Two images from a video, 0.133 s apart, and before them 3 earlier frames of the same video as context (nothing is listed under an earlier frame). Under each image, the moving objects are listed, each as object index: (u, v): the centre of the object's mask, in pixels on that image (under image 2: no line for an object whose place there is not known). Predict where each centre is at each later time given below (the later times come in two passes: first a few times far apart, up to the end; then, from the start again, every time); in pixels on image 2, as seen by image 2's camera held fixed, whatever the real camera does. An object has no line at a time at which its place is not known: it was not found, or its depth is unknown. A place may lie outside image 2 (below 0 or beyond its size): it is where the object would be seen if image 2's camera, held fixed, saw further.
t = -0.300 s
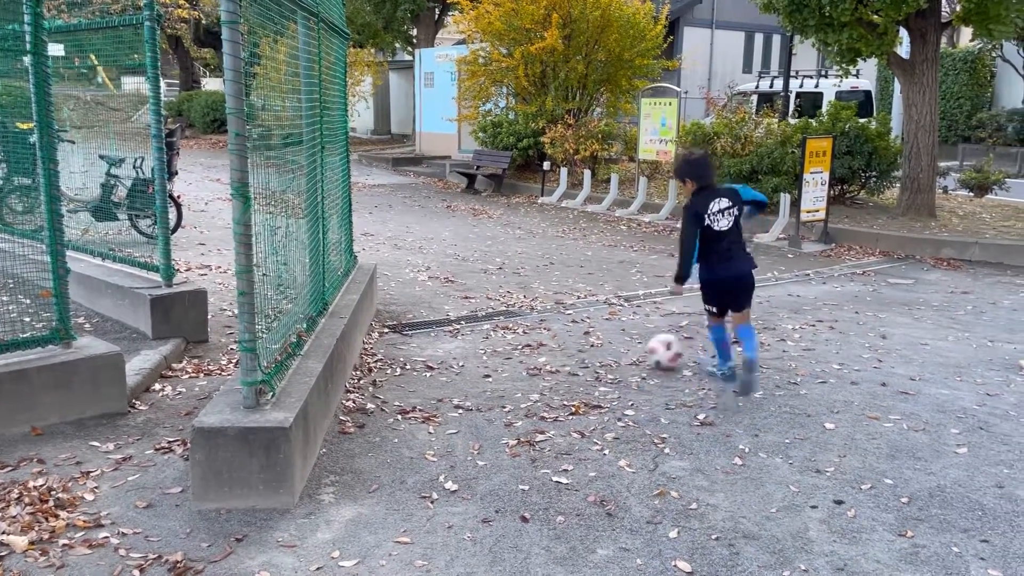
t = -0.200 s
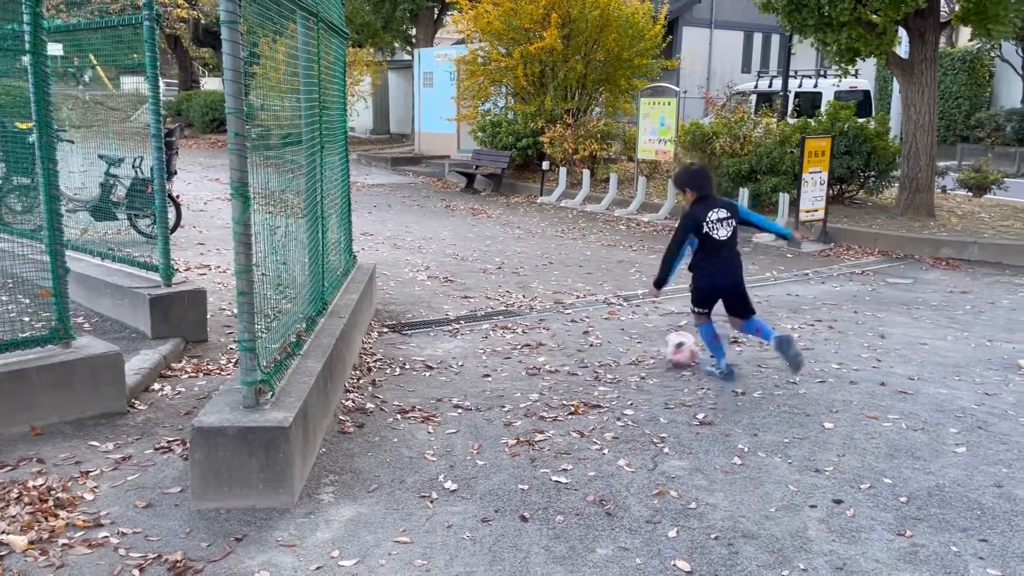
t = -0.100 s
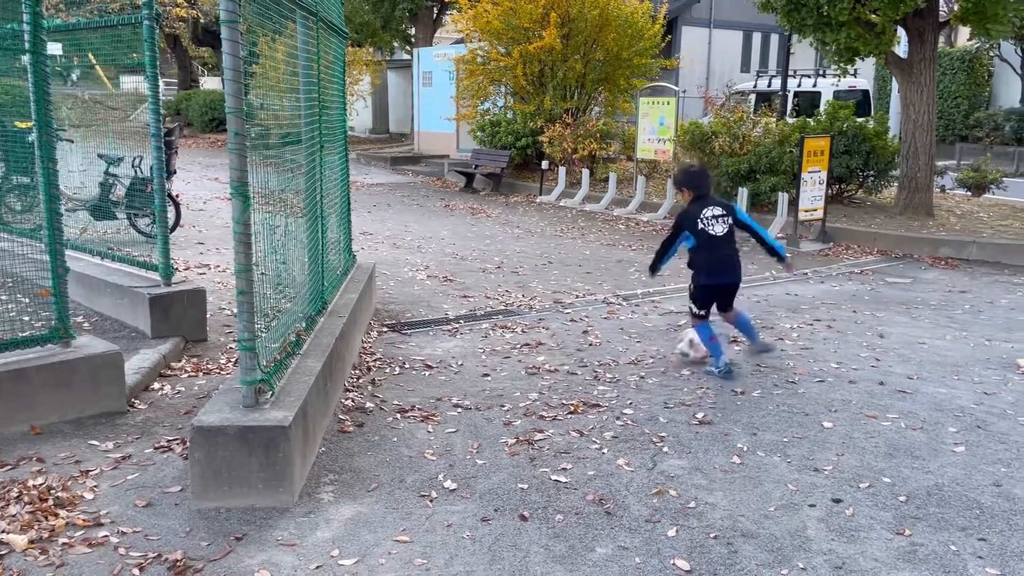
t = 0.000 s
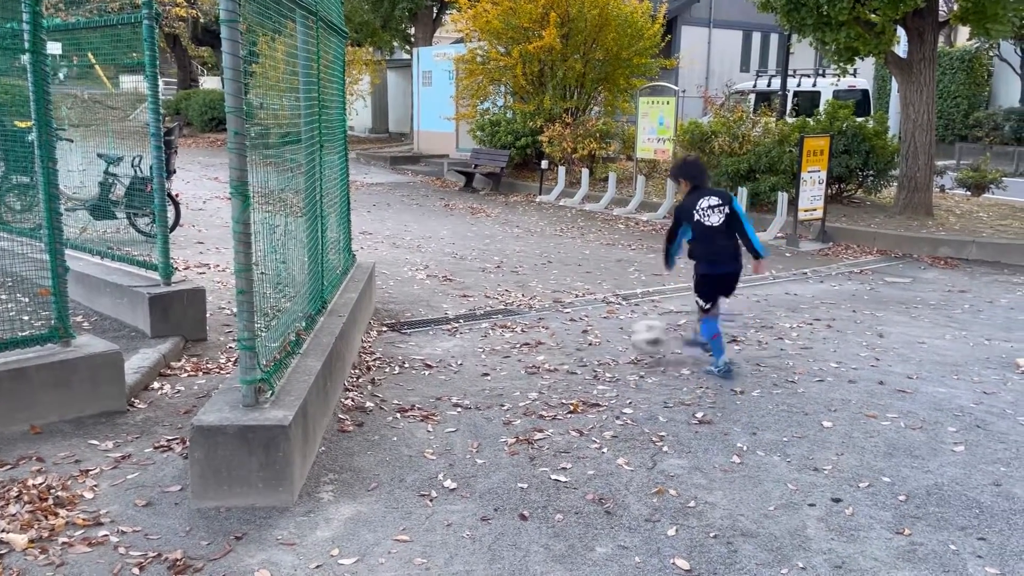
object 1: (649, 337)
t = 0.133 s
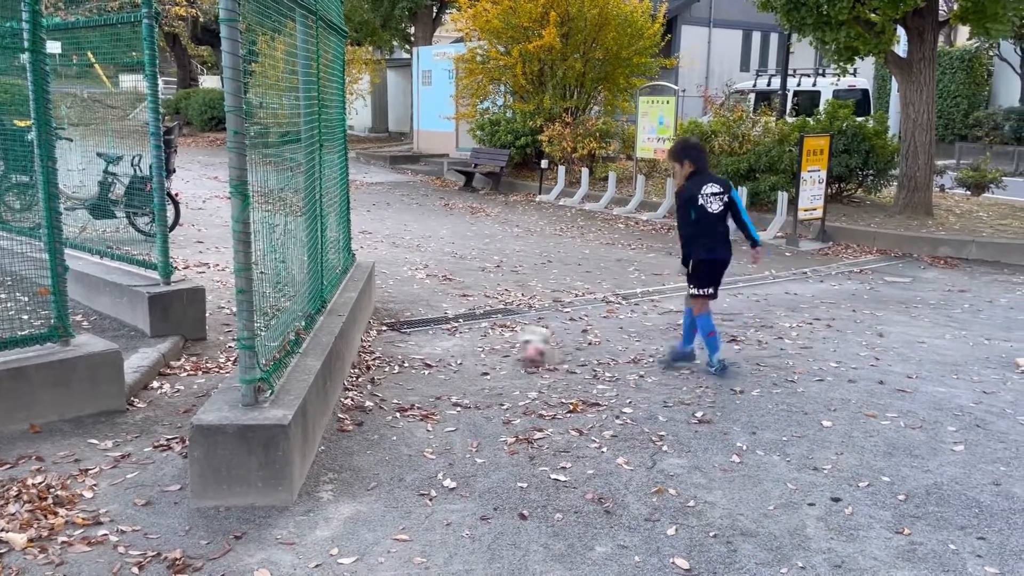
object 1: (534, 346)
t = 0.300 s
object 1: (428, 336)
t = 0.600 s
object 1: (451, 318)
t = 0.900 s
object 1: (517, 323)
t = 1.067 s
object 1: (537, 327)
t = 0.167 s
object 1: (514, 340)
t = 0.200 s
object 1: (492, 335)
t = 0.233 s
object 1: (470, 334)
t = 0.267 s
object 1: (448, 334)
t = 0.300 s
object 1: (428, 336)
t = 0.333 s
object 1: (406, 343)
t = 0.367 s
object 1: (388, 343)
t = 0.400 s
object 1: (373, 337)
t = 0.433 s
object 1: (384, 327)
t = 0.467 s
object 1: (399, 323)
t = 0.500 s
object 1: (411, 318)
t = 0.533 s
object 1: (425, 316)
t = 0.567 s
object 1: (437, 317)
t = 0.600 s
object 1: (451, 318)
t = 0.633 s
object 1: (464, 322)
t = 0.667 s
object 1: (476, 326)
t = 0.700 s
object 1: (489, 334)
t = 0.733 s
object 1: (498, 336)
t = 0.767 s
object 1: (502, 328)
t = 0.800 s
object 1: (505, 325)
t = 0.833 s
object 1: (510, 323)
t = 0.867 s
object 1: (513, 322)
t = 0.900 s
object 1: (517, 323)
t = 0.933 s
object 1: (521, 327)
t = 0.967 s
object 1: (525, 332)
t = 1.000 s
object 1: (529, 333)
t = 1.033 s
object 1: (533, 330)
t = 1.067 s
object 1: (537, 327)
